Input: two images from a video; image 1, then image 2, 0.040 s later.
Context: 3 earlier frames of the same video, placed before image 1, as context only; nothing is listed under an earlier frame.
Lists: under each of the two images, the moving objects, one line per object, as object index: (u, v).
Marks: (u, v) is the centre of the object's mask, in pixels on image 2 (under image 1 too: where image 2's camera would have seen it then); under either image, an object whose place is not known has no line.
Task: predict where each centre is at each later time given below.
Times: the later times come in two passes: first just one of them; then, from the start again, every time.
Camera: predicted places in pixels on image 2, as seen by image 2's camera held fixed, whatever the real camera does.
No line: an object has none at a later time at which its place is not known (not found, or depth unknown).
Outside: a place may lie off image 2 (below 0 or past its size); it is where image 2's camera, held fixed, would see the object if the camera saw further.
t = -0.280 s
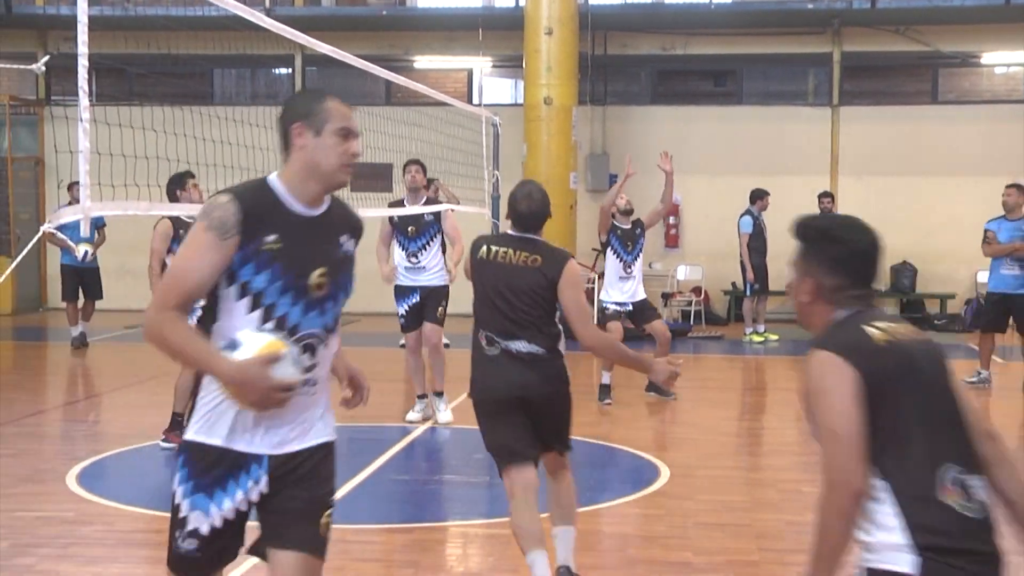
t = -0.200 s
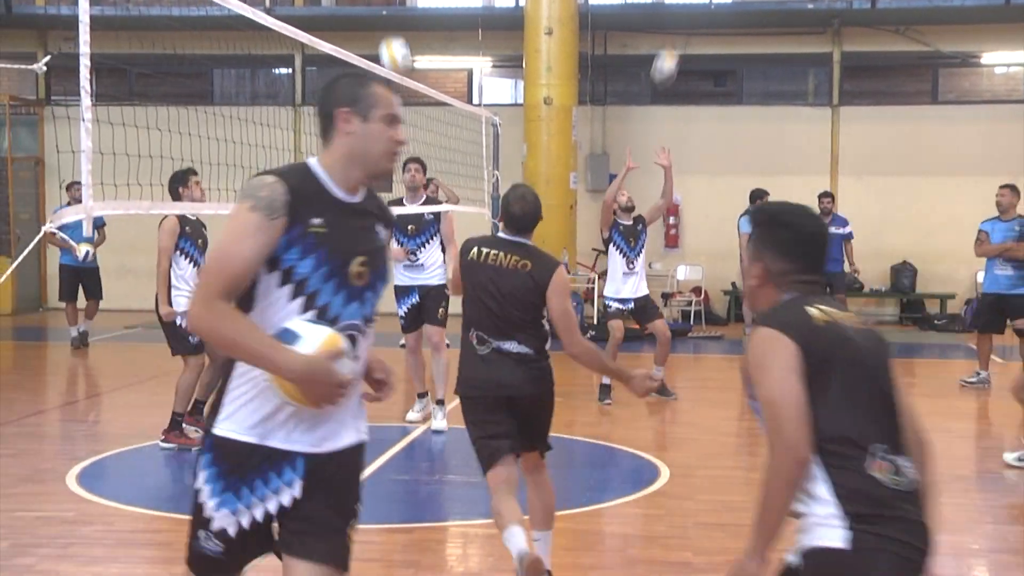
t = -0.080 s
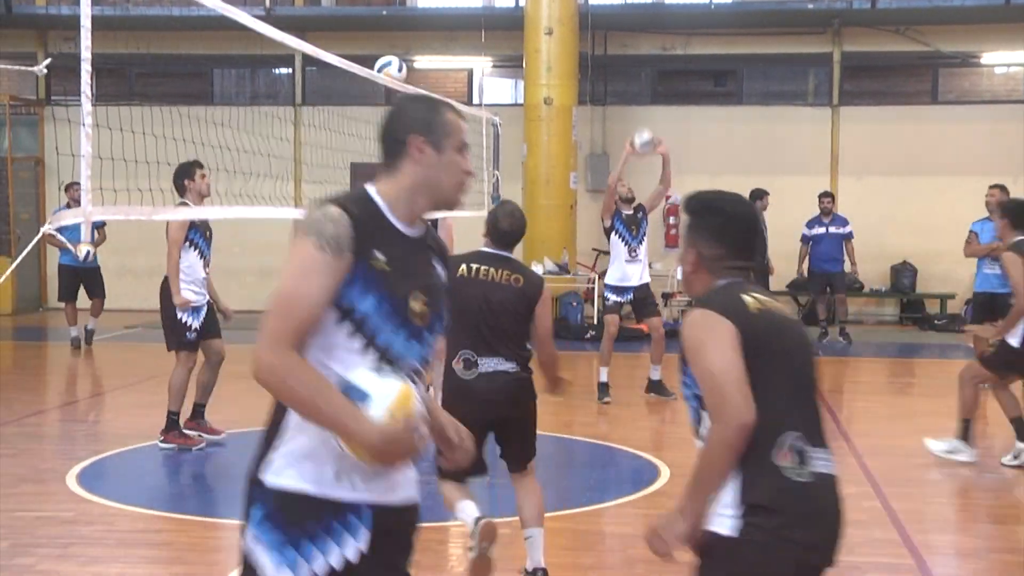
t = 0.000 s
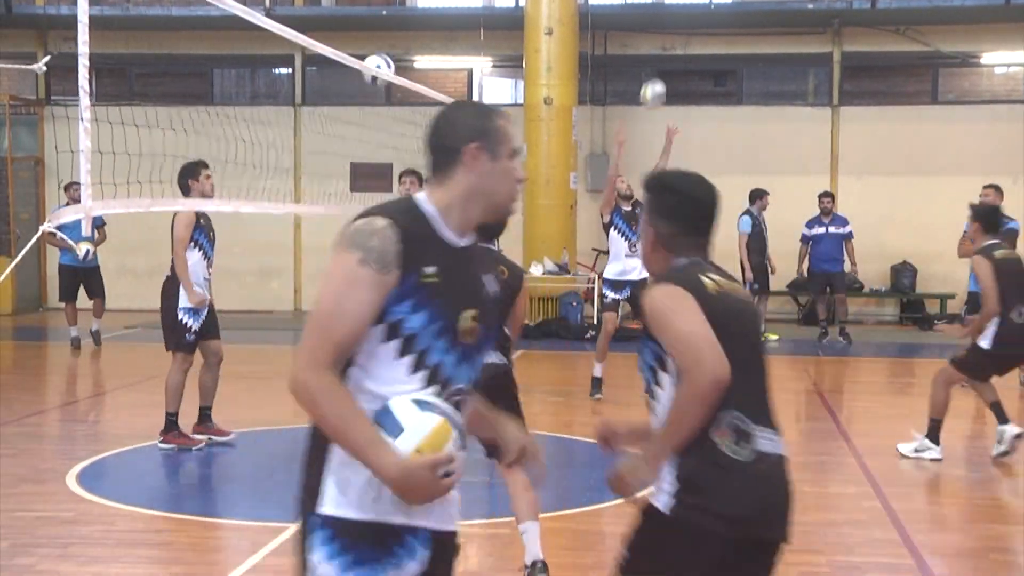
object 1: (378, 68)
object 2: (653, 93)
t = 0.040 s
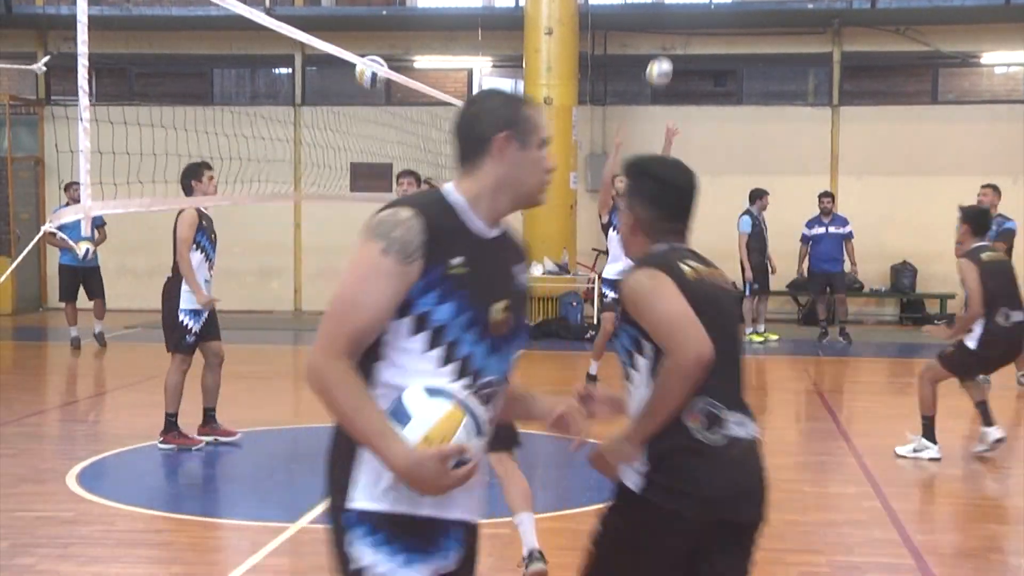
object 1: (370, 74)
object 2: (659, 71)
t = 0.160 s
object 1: (353, 93)
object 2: (679, 16)
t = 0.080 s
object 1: (364, 79)
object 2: (666, 51)
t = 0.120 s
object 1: (359, 84)
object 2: (673, 32)
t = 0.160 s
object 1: (353, 93)
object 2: (679, 16)
